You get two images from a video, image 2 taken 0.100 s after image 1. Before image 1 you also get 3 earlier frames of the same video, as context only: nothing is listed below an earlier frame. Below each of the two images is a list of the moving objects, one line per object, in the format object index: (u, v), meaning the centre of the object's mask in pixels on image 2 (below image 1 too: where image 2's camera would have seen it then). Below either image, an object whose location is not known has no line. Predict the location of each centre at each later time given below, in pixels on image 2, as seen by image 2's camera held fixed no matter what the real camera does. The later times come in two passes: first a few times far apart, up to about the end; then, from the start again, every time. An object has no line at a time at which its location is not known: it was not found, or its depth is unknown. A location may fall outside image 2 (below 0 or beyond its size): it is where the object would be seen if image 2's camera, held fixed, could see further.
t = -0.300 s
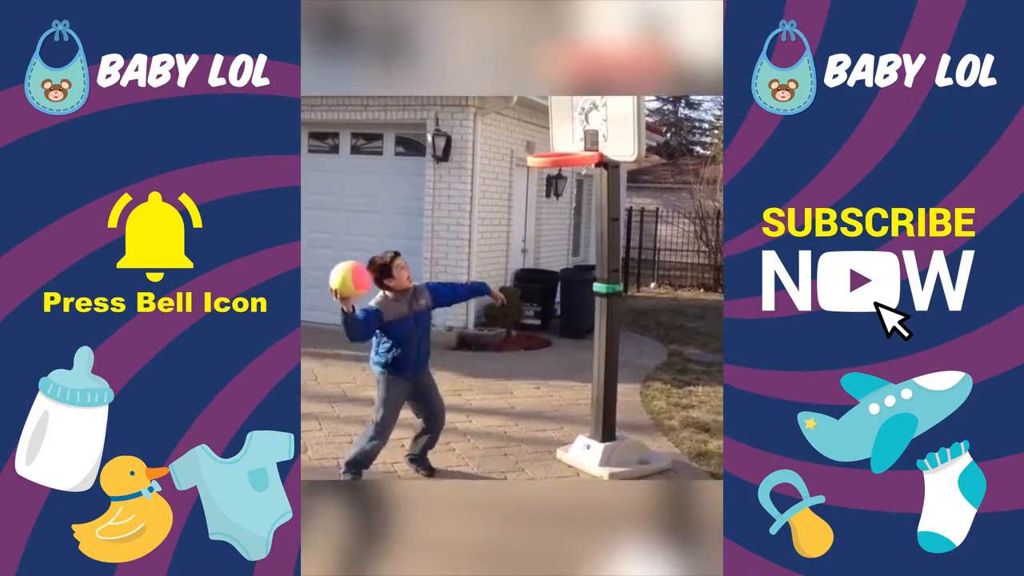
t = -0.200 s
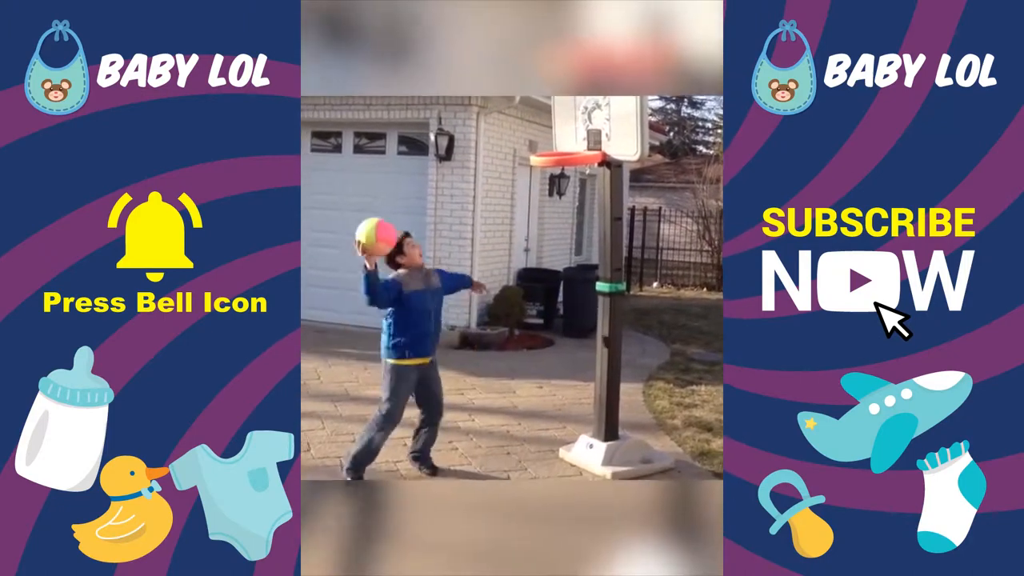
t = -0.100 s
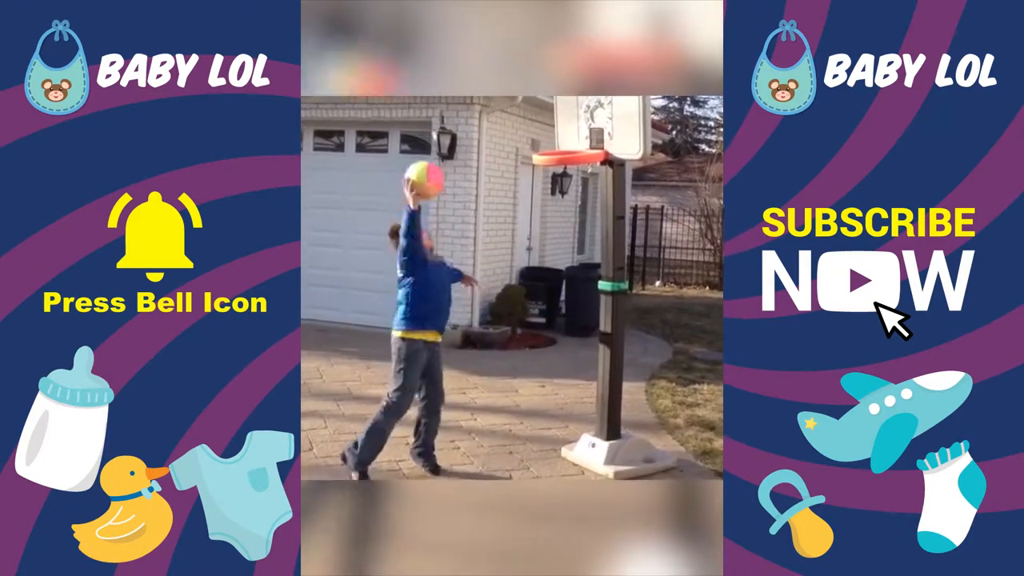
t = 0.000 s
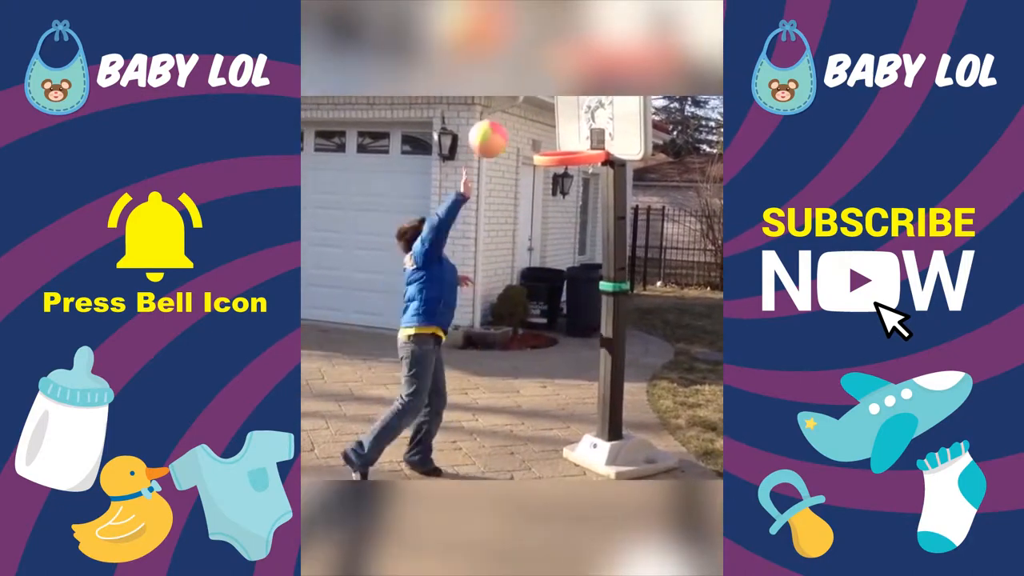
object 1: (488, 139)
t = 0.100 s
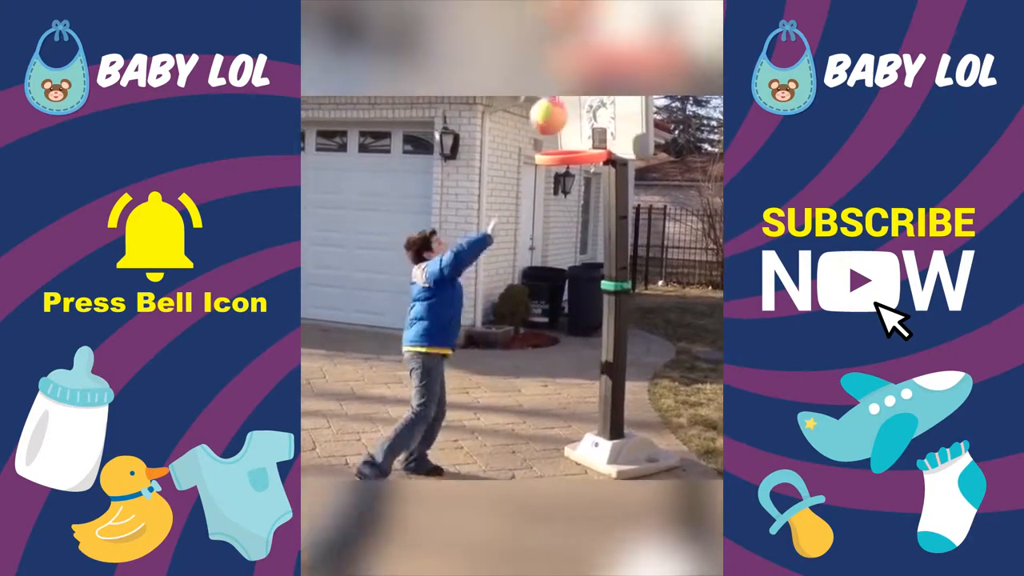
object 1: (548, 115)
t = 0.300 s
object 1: (573, 131)
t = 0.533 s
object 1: (548, 158)
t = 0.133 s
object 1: (567, 112)
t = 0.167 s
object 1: (588, 112)
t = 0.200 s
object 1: (590, 112)
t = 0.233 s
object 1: (584, 116)
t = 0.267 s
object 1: (578, 123)
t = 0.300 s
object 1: (573, 131)
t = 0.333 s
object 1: (569, 137)
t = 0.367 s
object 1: (566, 137)
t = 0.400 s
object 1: (562, 138)
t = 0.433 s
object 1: (559, 140)
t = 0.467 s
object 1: (555, 145)
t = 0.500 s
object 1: (552, 150)
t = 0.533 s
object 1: (548, 158)
